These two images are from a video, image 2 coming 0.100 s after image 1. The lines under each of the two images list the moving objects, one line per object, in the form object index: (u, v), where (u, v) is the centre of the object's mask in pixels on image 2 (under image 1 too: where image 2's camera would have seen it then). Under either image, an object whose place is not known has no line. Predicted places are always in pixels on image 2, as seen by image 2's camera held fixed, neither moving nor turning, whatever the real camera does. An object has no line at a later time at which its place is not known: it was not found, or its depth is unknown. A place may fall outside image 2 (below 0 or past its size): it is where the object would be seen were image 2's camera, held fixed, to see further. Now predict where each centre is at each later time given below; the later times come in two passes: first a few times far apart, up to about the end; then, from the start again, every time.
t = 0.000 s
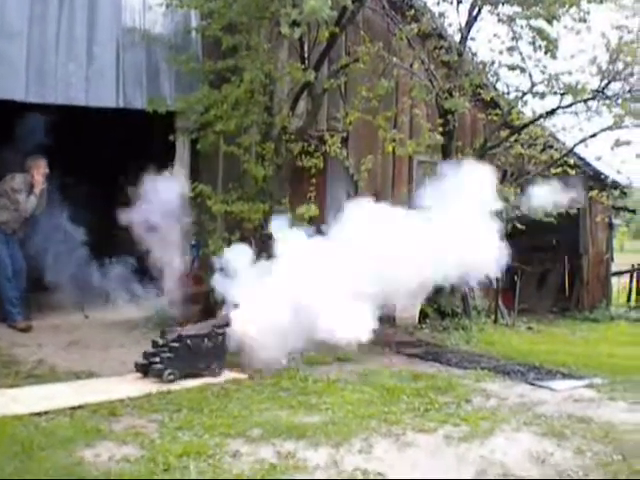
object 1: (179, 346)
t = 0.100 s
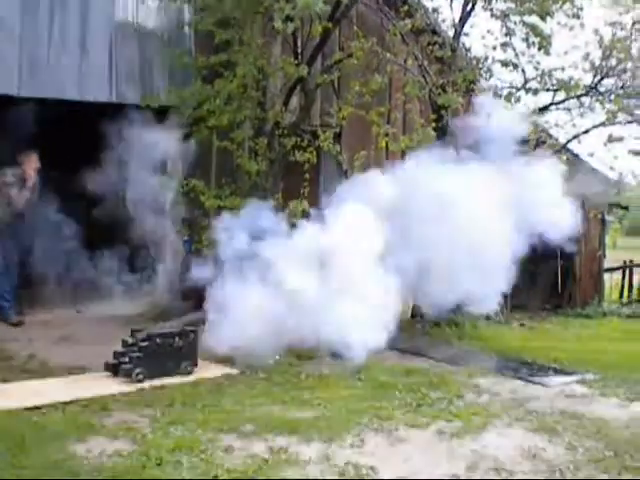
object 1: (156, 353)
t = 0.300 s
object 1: (116, 358)
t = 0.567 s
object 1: (73, 363)
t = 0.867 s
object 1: (38, 366)
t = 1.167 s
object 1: (22, 367)
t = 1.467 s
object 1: (22, 367)
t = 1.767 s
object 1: (19, 370)
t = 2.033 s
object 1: (20, 367)
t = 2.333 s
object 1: (21, 366)
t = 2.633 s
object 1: (20, 367)
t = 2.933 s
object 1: (21, 367)
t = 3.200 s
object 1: (21, 367)
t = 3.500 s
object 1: (21, 367)
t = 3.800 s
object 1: (20, 368)
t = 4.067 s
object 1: (20, 368)
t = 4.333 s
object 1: (19, 367)
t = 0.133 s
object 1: (149, 353)
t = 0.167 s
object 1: (142, 354)
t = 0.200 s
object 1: (136, 355)
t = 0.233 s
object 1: (129, 356)
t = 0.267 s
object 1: (123, 357)
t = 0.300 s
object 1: (116, 358)
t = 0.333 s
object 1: (110, 360)
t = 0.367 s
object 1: (104, 360)
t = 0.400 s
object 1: (98, 361)
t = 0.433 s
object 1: (93, 361)
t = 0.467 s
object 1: (87, 362)
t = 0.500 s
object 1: (81, 364)
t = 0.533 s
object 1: (76, 364)
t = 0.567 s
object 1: (73, 363)
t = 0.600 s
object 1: (68, 363)
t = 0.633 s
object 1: (63, 364)
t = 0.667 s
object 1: (59, 364)
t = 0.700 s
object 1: (55, 364)
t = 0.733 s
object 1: (51, 365)
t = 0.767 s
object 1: (47, 365)
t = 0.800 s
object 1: (44, 366)
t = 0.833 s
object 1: (41, 365)
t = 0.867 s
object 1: (38, 366)
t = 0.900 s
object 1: (35, 366)
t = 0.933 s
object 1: (33, 366)
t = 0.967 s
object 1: (31, 366)
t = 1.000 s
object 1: (29, 367)
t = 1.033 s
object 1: (28, 367)
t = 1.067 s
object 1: (26, 367)
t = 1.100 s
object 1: (25, 367)
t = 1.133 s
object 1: (23, 367)
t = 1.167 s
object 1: (22, 367)
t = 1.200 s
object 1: (22, 367)
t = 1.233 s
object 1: (22, 367)
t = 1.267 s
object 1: (21, 367)
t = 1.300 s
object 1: (22, 367)
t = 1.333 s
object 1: (22, 367)
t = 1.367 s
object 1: (21, 367)
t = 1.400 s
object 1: (22, 367)
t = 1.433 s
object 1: (22, 367)
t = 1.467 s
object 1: (22, 367)
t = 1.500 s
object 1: (22, 367)
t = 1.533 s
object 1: (22, 367)
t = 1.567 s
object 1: (21, 367)
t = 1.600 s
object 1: (22, 367)
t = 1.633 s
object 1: (19, 369)
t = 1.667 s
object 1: (18, 370)
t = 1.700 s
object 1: (19, 370)
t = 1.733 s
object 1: (19, 369)
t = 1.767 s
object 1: (19, 370)
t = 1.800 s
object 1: (18, 370)
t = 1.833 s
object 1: (18, 370)
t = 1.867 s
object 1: (18, 370)
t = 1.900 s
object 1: (17, 370)
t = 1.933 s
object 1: (18, 370)
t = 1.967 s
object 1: (18, 370)
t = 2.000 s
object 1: (17, 370)
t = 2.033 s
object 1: (20, 367)
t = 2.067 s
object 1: (20, 367)
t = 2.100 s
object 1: (20, 367)
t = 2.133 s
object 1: (20, 367)
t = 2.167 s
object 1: (20, 367)
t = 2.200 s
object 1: (21, 366)
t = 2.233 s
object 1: (21, 366)
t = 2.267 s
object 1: (21, 366)
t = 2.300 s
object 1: (21, 366)
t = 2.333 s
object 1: (21, 366)
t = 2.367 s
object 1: (20, 367)
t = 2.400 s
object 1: (21, 365)
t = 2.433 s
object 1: (20, 366)
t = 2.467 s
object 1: (21, 366)
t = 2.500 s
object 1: (21, 367)
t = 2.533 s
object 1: (21, 366)
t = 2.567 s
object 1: (20, 367)
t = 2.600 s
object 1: (20, 367)
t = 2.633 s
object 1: (20, 367)
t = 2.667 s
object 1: (20, 367)
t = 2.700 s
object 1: (20, 367)
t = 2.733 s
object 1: (20, 367)
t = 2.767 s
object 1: (20, 367)
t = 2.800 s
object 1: (20, 367)
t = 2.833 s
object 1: (21, 367)
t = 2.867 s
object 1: (21, 367)
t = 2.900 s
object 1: (20, 367)
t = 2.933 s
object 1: (21, 367)
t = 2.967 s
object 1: (20, 367)
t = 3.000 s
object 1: (20, 367)
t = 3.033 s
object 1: (21, 367)
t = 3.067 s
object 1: (21, 367)
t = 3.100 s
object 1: (21, 367)
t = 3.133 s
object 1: (21, 366)
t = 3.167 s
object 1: (21, 367)
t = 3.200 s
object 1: (21, 367)
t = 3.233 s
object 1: (21, 367)
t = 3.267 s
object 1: (21, 367)
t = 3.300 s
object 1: (21, 367)
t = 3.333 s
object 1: (21, 367)
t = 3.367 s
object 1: (21, 367)
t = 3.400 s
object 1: (21, 367)
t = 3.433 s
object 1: (20, 367)
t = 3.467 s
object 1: (21, 367)
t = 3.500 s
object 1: (21, 367)
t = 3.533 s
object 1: (20, 367)
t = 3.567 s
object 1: (20, 367)
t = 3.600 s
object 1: (20, 368)
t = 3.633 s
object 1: (20, 368)
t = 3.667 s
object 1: (20, 368)
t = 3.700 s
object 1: (20, 368)
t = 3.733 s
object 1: (20, 368)
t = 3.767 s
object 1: (20, 368)
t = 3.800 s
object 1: (20, 368)
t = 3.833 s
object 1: (20, 368)
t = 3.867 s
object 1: (20, 368)
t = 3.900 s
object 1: (20, 368)
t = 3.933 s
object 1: (20, 367)
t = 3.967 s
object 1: (20, 368)
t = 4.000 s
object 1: (20, 368)
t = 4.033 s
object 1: (20, 368)
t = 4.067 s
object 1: (20, 368)
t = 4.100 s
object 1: (20, 367)
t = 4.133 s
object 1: (20, 367)
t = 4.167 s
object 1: (20, 367)
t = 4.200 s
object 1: (19, 367)
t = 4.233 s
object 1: (19, 367)
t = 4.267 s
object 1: (19, 367)
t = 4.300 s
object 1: (20, 367)
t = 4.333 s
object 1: (19, 367)
